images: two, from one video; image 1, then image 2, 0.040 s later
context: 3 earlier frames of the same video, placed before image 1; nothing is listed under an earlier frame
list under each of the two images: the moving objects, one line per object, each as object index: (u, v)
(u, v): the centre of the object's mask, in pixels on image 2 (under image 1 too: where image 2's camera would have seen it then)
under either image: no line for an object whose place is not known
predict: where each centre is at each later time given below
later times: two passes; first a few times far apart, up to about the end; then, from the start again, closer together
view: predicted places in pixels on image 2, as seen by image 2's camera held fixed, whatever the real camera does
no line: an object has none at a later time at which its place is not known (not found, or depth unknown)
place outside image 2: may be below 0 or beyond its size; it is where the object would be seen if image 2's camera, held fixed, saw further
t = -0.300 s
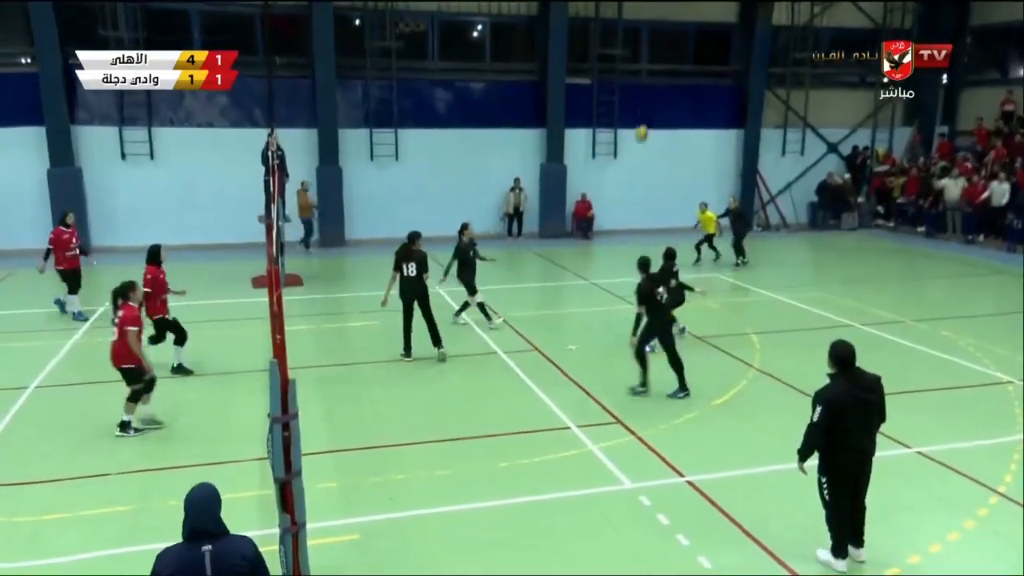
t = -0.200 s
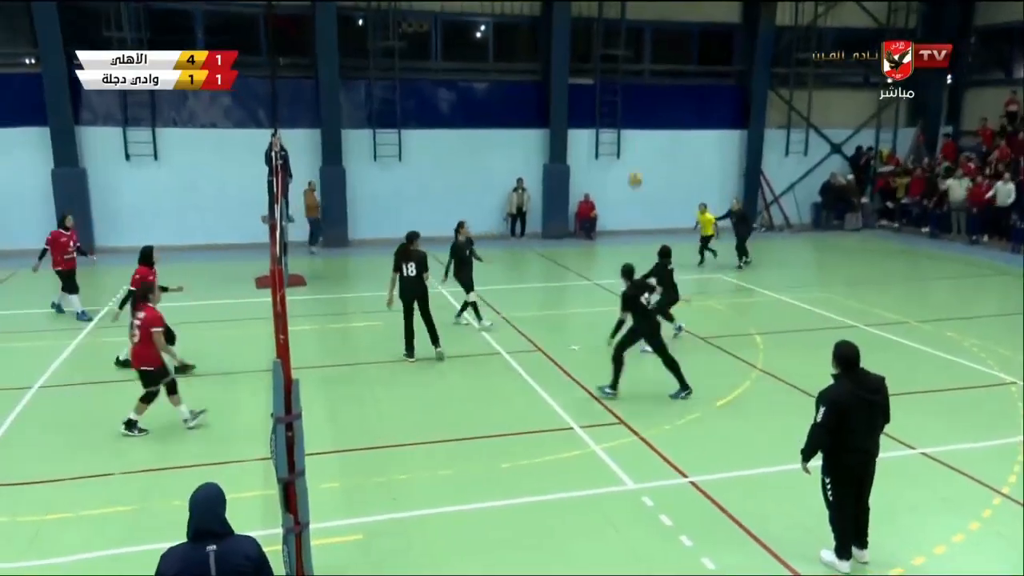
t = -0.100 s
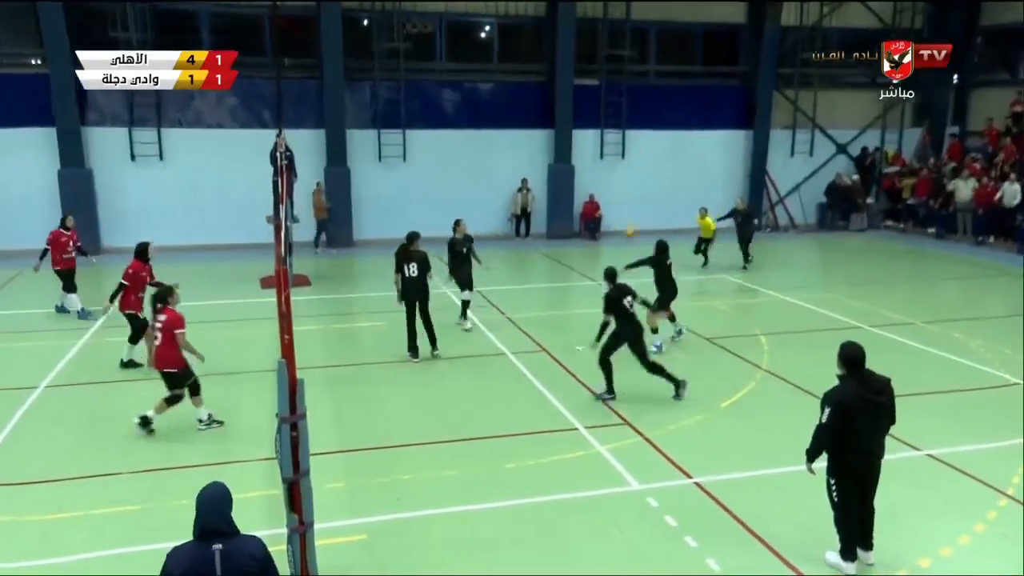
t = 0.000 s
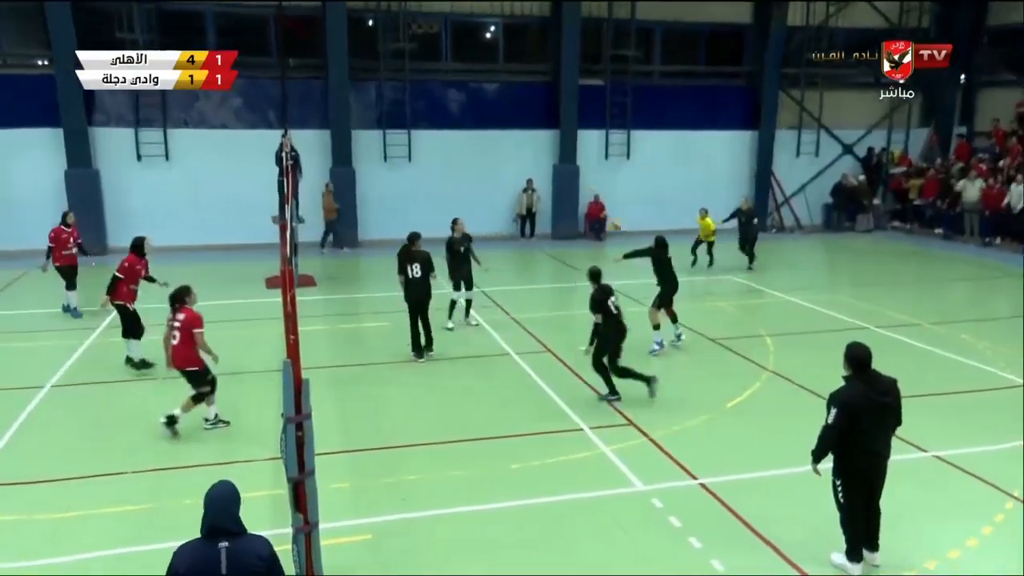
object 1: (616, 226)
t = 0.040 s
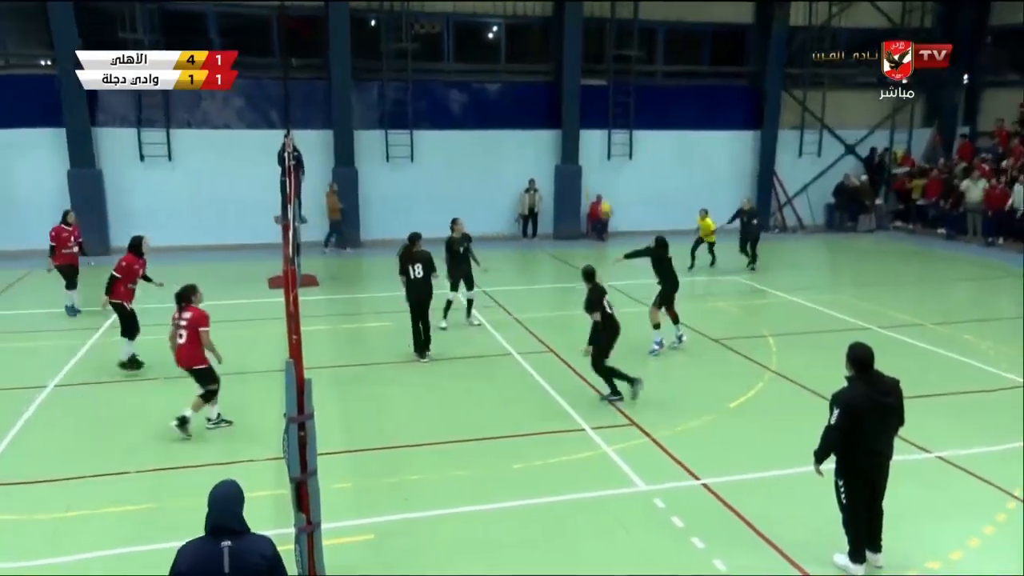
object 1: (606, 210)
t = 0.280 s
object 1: (528, 128)
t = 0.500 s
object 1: (443, 86)
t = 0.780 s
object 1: (312, 92)
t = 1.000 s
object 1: (195, 160)
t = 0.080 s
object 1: (592, 195)
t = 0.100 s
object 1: (589, 186)
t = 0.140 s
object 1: (575, 172)
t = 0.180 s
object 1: (562, 158)
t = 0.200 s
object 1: (556, 153)
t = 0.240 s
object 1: (542, 140)
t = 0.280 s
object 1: (528, 128)
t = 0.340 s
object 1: (506, 114)
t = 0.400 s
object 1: (483, 101)
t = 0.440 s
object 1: (468, 94)
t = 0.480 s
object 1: (451, 89)
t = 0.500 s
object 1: (443, 86)
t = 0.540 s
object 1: (426, 82)
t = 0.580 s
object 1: (408, 80)
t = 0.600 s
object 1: (399, 79)
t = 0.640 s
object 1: (381, 79)
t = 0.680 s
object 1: (361, 81)
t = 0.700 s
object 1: (352, 82)
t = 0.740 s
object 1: (332, 86)
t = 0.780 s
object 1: (312, 92)
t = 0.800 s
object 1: (302, 96)
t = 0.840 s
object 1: (280, 105)
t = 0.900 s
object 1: (251, 121)
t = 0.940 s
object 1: (229, 134)
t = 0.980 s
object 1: (206, 151)
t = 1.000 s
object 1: (195, 160)
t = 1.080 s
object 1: (152, 199)
